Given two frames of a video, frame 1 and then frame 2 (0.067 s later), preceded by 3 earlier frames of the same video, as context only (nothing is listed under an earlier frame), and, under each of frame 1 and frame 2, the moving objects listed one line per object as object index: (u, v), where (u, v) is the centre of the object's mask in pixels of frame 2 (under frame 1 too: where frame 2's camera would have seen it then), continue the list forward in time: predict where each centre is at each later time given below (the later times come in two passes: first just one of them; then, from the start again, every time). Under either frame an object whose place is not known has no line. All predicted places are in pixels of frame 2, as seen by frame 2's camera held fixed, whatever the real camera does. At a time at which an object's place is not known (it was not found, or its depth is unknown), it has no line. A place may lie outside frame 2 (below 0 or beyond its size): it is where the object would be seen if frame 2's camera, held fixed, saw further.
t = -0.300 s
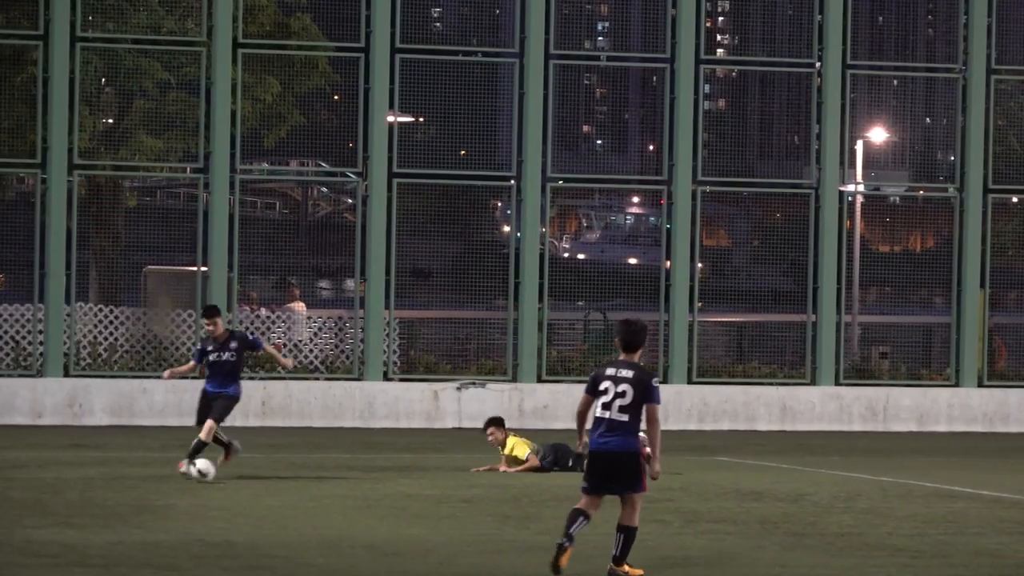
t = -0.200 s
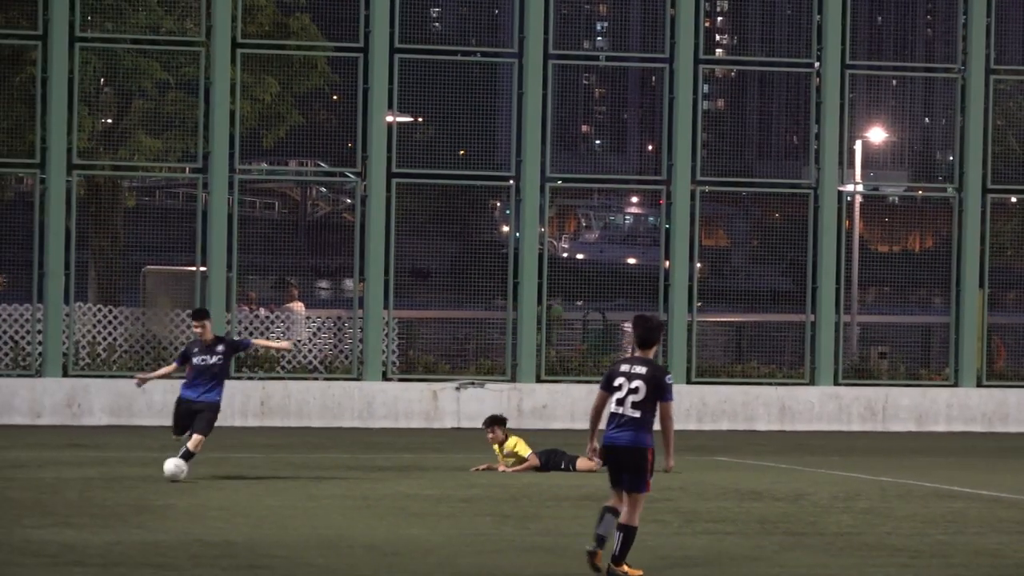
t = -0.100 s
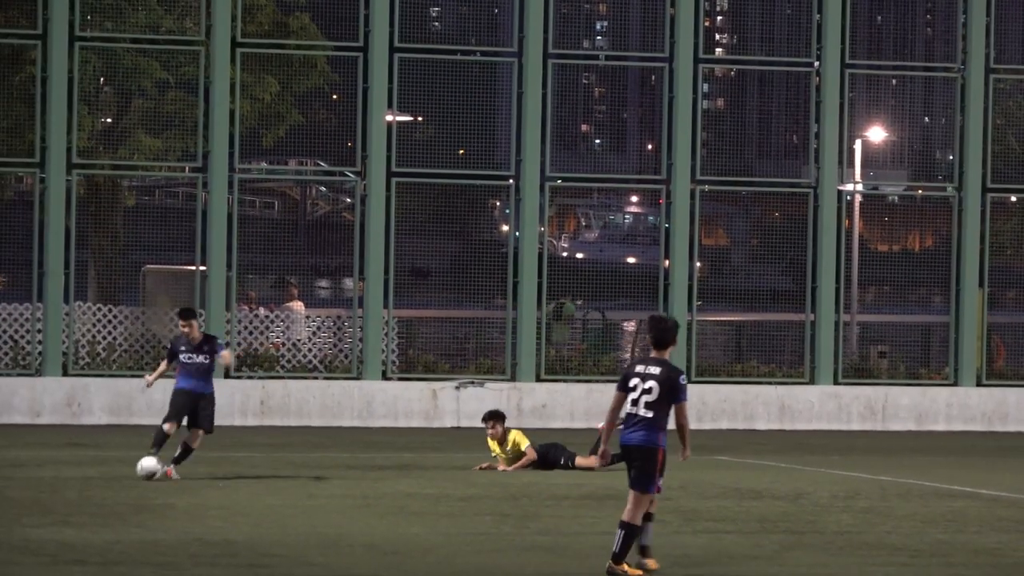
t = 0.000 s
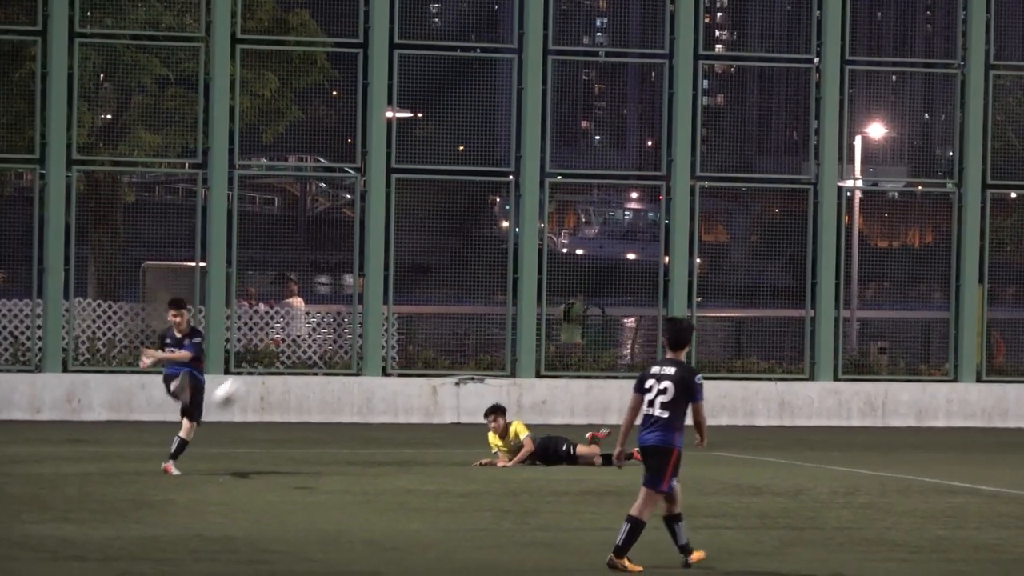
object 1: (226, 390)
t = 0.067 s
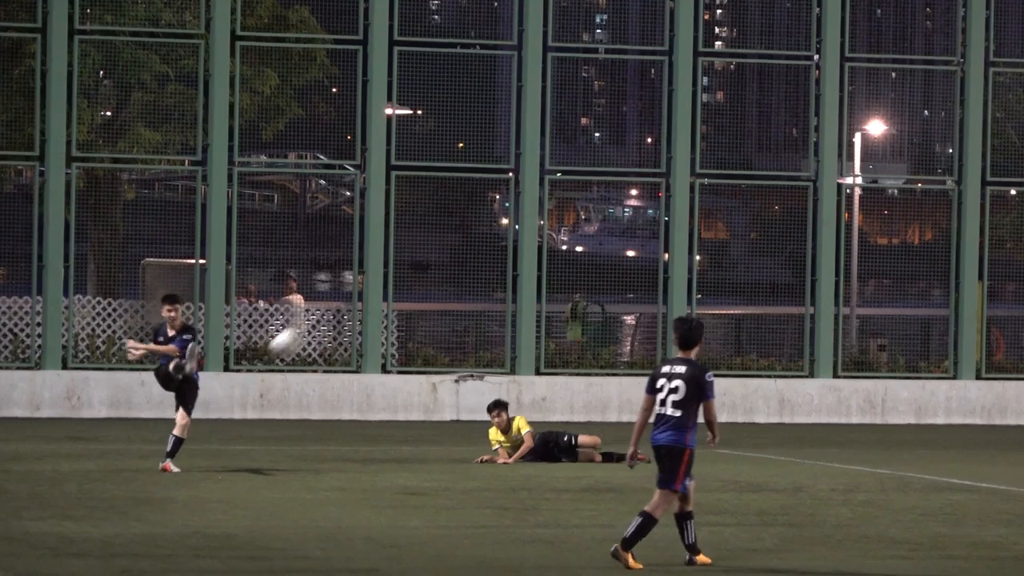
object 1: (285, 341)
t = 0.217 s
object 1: (429, 245)
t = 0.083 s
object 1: (302, 331)
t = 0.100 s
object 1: (317, 318)
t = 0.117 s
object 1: (333, 307)
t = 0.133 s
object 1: (348, 298)
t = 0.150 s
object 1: (364, 287)
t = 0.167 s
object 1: (380, 276)
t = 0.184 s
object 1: (397, 266)
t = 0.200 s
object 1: (413, 255)
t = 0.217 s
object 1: (429, 245)
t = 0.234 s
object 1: (446, 234)
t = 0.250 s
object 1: (463, 224)
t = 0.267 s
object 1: (480, 215)
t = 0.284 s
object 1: (496, 205)
